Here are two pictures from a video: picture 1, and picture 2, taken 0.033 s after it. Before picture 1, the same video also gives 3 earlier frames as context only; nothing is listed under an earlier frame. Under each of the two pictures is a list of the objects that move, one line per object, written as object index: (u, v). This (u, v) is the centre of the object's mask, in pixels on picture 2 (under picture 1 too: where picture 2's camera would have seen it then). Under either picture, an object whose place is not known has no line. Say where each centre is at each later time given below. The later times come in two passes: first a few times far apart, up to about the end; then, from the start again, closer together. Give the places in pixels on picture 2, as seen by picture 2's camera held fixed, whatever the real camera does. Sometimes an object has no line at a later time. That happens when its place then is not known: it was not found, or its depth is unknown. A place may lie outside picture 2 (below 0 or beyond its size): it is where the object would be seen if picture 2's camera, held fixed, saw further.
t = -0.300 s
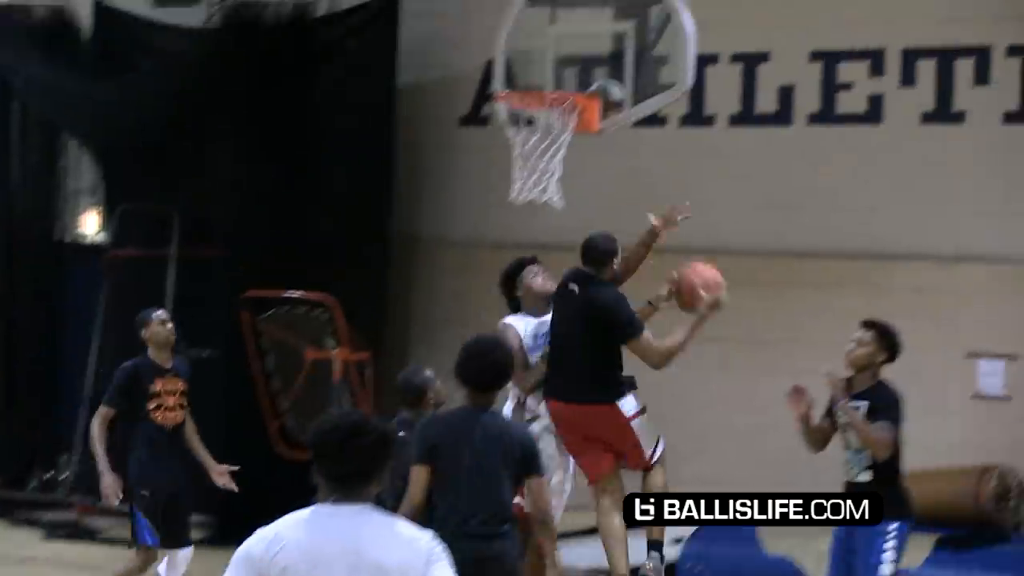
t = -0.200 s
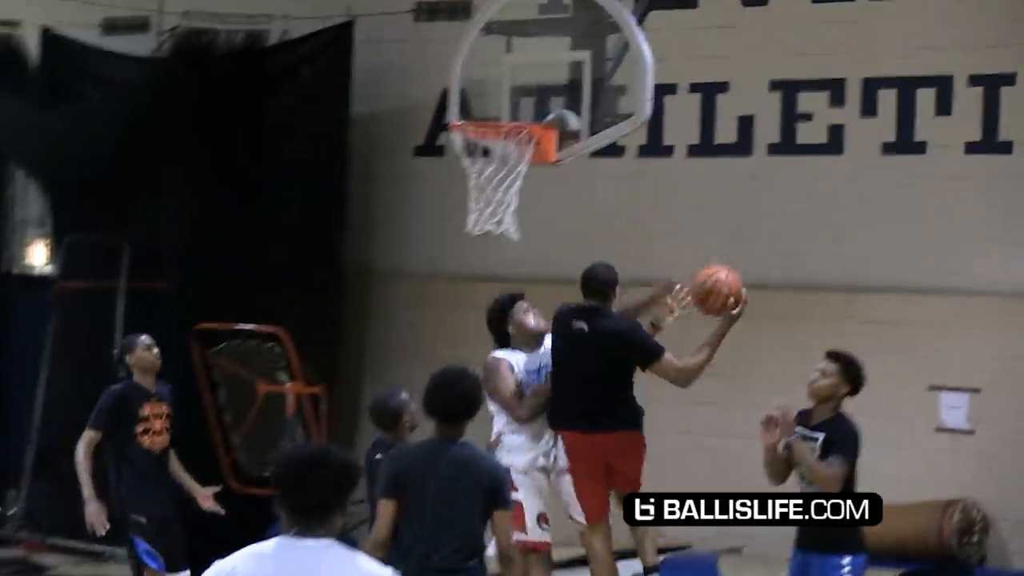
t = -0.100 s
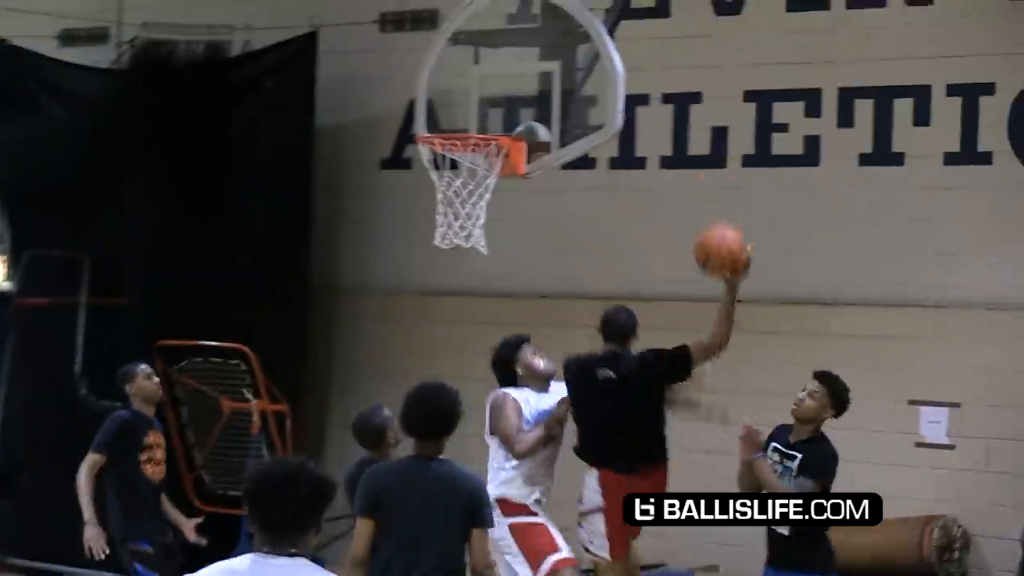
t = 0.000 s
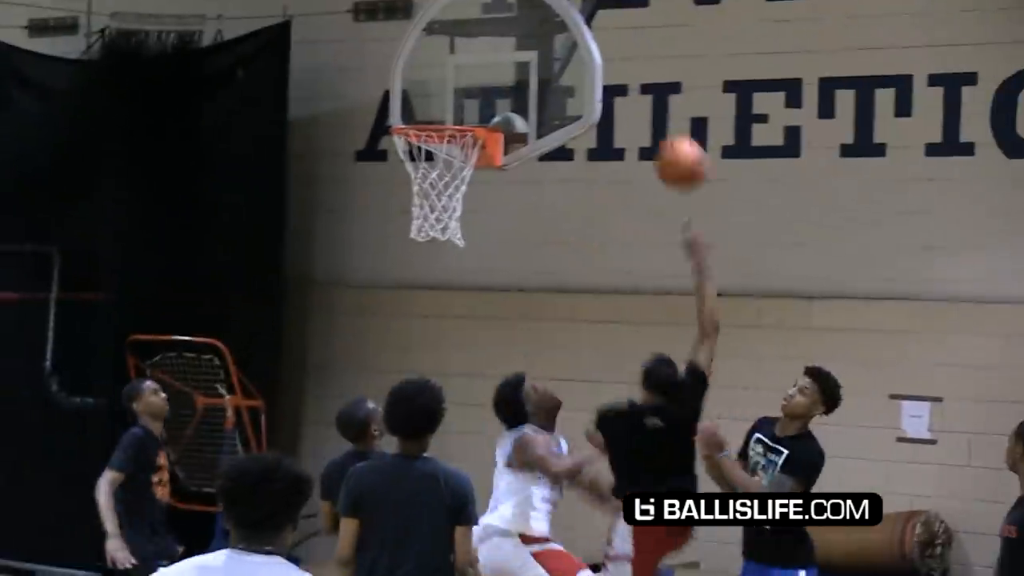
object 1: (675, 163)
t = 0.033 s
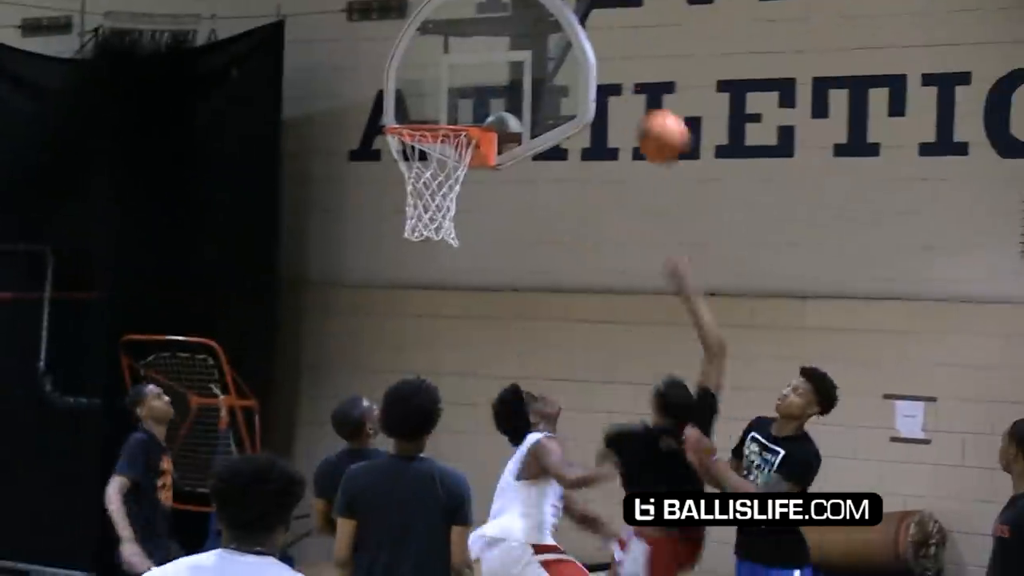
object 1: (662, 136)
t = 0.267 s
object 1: (577, 29)
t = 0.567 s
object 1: (451, 70)
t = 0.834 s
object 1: (405, 103)
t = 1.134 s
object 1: (399, 106)
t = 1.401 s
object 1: (419, 152)
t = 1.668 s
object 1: (437, 303)
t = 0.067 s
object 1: (650, 114)
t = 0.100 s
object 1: (638, 94)
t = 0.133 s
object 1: (625, 76)
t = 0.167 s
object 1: (614, 61)
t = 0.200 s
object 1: (601, 49)
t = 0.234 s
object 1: (588, 38)
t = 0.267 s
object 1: (577, 29)
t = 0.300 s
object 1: (566, 23)
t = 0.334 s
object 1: (552, 21)
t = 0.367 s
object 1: (538, 20)
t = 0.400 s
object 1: (525, 23)
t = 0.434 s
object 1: (509, 29)
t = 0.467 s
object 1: (495, 35)
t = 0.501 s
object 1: (481, 44)
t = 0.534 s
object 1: (464, 57)
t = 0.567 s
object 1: (451, 70)
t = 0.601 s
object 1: (434, 86)
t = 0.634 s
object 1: (420, 104)
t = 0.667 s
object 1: (418, 103)
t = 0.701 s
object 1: (415, 98)
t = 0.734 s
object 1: (412, 98)
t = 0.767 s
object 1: (410, 99)
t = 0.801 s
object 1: (408, 101)
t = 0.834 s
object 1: (405, 103)
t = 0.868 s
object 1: (404, 103)
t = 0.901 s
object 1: (403, 102)
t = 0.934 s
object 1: (401, 102)
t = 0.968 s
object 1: (400, 103)
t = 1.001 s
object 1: (399, 103)
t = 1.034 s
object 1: (399, 103)
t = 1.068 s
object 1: (399, 104)
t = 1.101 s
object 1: (399, 104)
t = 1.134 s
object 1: (399, 106)
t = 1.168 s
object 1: (399, 107)
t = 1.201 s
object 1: (401, 108)
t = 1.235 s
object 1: (405, 109)
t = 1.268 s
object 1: (407, 111)
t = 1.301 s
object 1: (408, 114)
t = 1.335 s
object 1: (412, 117)
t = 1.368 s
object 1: (417, 145)
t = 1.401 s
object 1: (419, 152)
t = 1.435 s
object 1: (422, 169)
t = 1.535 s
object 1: (429, 217)
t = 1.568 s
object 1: (430, 245)
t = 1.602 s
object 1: (434, 258)
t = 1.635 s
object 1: (436, 278)
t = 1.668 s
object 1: (437, 303)
